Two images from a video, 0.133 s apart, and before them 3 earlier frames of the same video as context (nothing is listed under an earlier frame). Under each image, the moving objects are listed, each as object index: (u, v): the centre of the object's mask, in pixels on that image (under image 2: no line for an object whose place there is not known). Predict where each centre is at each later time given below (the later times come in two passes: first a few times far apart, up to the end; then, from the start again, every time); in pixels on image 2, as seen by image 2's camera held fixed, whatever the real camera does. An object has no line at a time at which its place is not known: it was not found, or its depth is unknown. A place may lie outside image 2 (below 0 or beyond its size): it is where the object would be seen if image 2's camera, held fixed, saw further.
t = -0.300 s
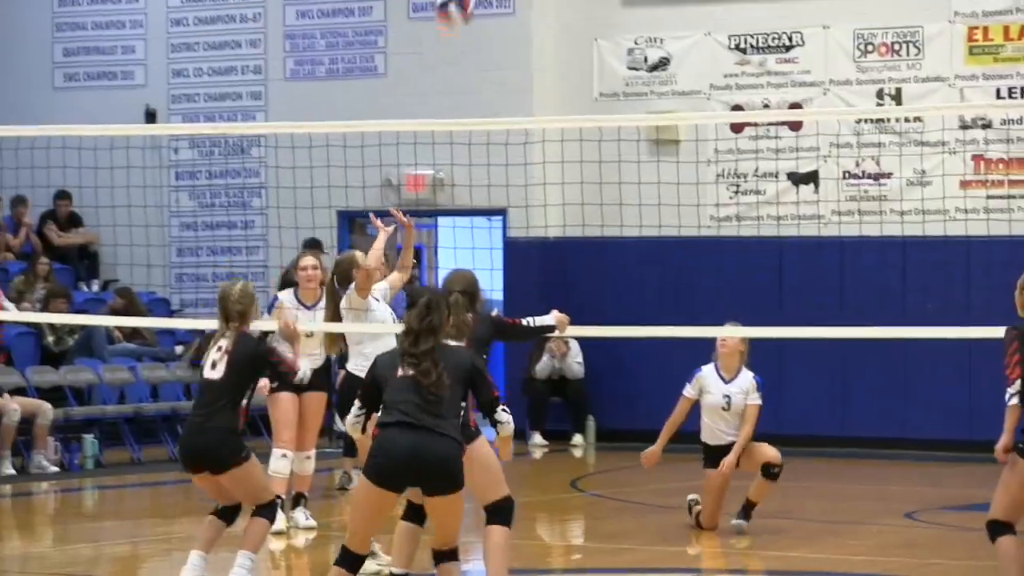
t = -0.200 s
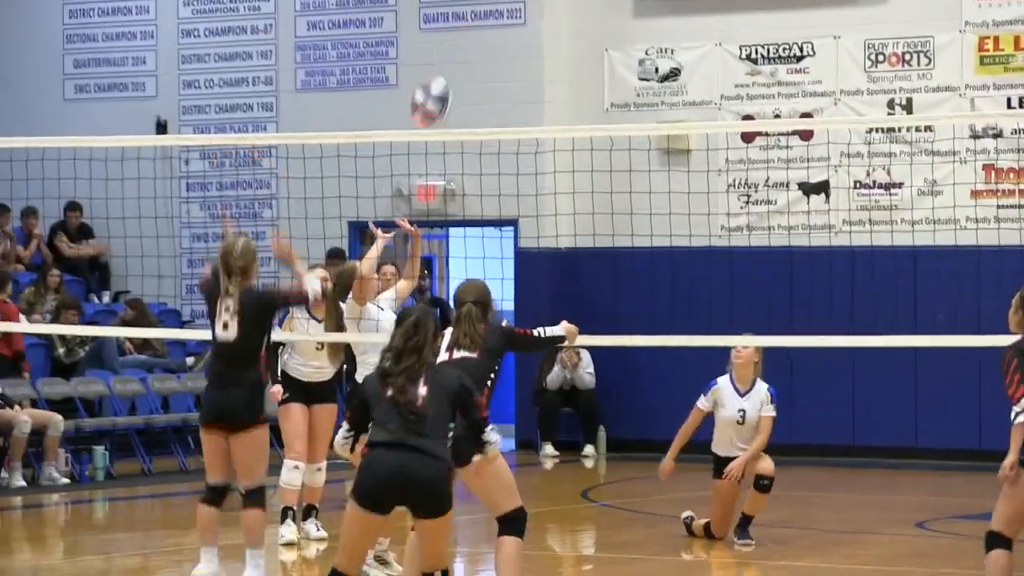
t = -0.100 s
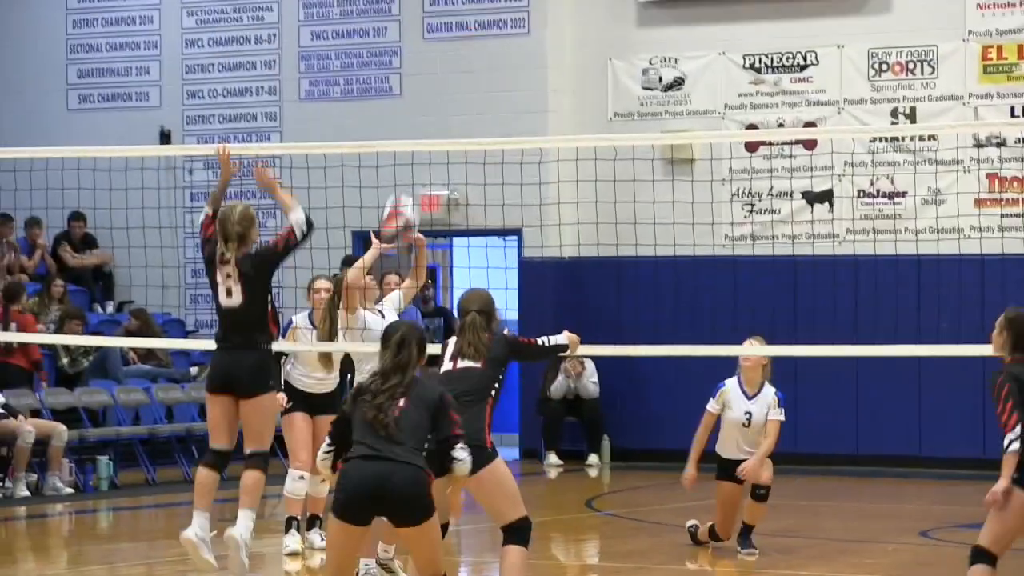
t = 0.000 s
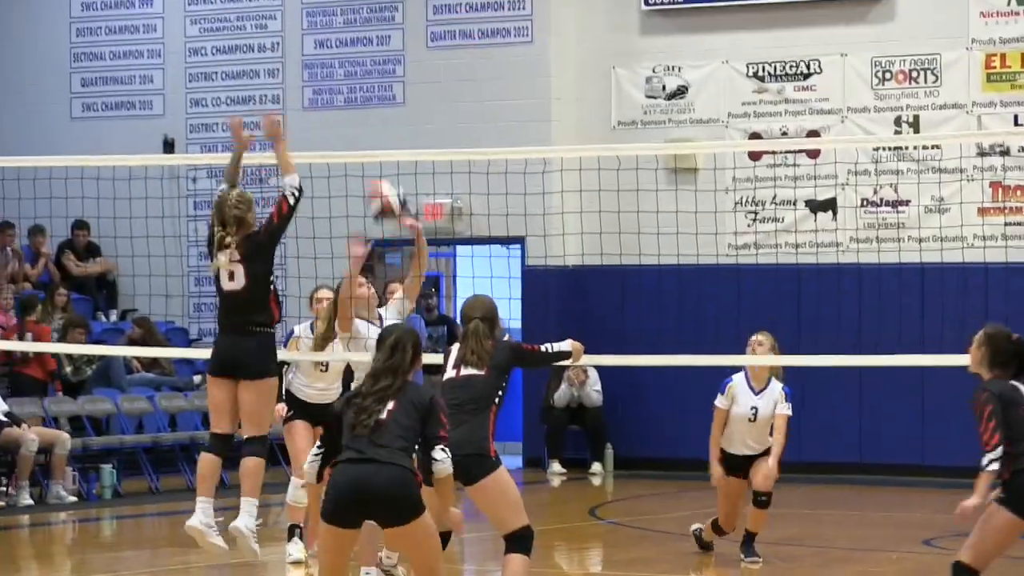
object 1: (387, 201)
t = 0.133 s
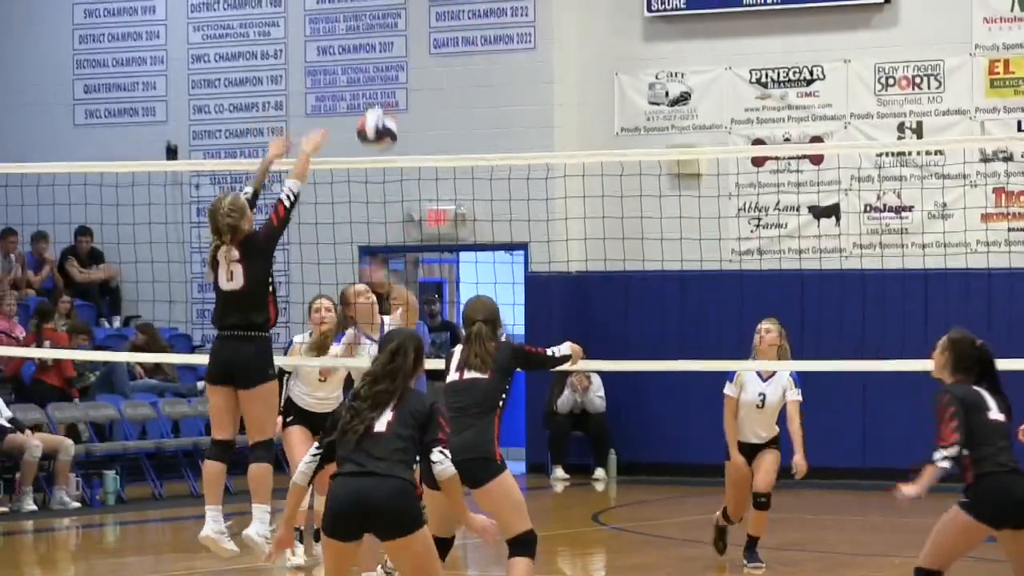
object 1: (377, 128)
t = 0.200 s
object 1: (372, 100)
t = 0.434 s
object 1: (349, 71)
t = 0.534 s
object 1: (340, 94)
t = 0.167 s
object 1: (375, 113)
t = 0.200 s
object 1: (372, 100)
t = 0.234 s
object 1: (368, 90)
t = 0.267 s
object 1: (365, 82)
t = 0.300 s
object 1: (362, 75)
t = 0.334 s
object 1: (358, 71)
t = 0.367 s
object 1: (356, 69)
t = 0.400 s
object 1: (353, 70)
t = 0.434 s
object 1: (349, 71)
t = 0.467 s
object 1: (346, 77)
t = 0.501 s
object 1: (343, 84)
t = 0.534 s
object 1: (340, 94)
